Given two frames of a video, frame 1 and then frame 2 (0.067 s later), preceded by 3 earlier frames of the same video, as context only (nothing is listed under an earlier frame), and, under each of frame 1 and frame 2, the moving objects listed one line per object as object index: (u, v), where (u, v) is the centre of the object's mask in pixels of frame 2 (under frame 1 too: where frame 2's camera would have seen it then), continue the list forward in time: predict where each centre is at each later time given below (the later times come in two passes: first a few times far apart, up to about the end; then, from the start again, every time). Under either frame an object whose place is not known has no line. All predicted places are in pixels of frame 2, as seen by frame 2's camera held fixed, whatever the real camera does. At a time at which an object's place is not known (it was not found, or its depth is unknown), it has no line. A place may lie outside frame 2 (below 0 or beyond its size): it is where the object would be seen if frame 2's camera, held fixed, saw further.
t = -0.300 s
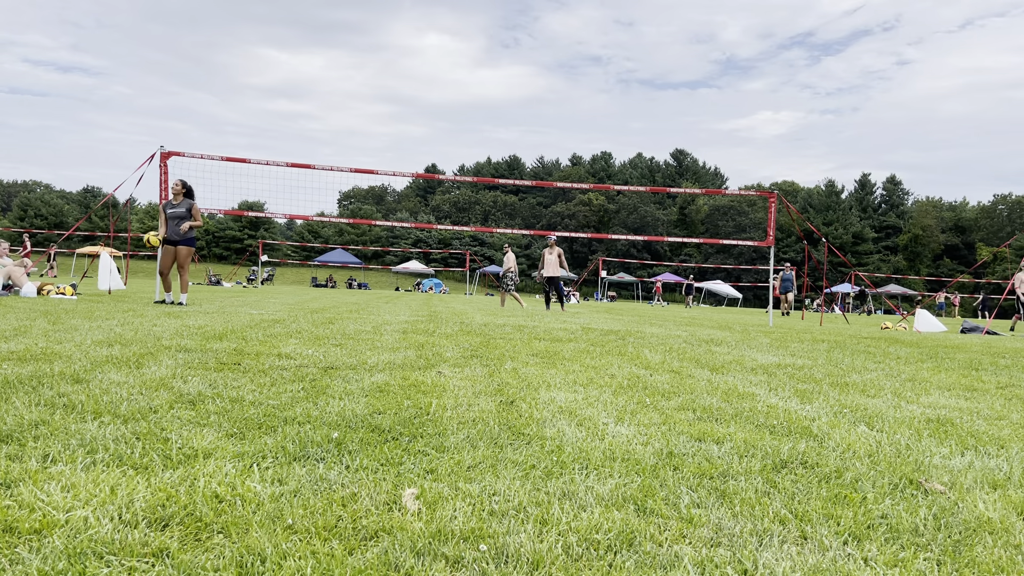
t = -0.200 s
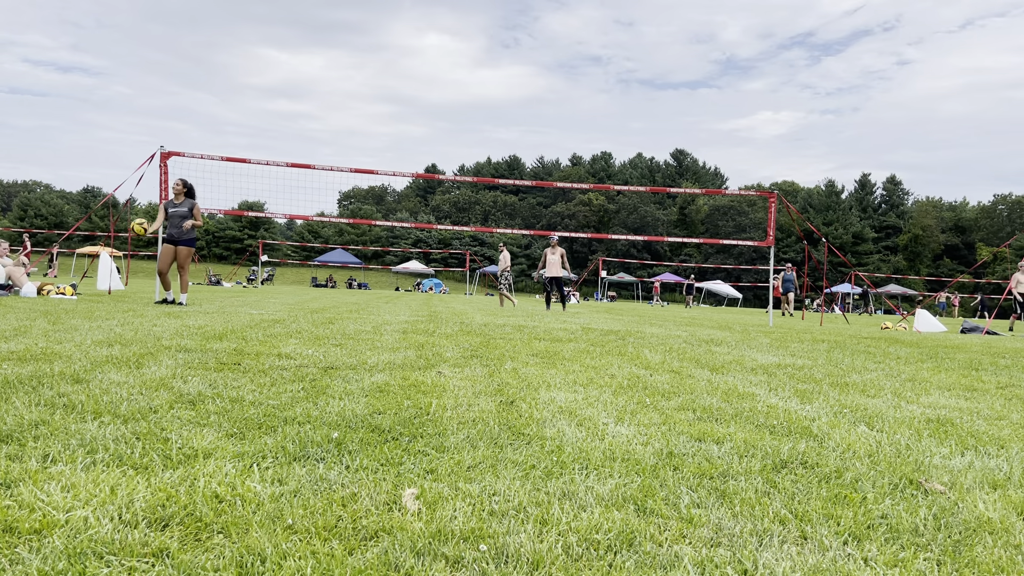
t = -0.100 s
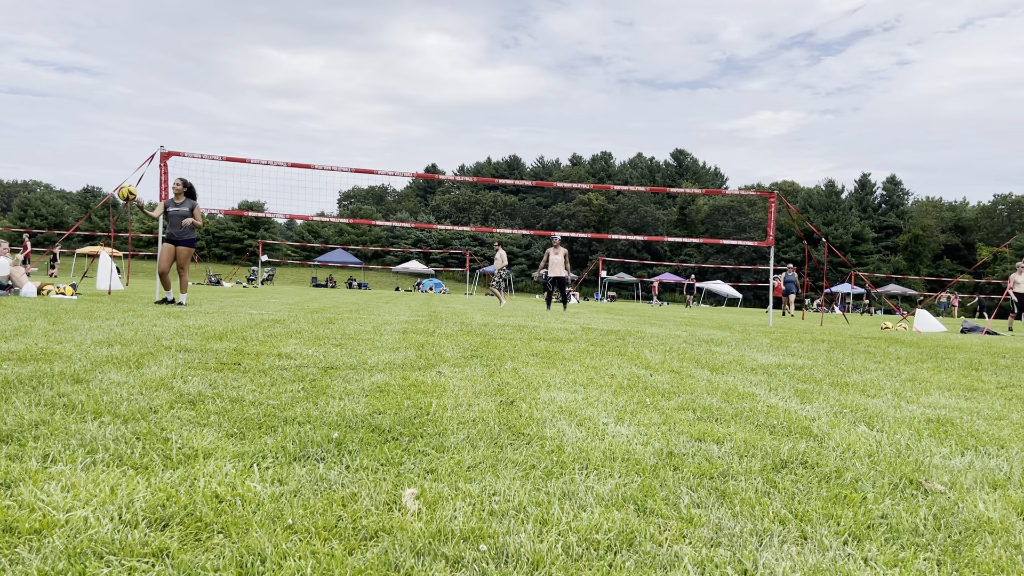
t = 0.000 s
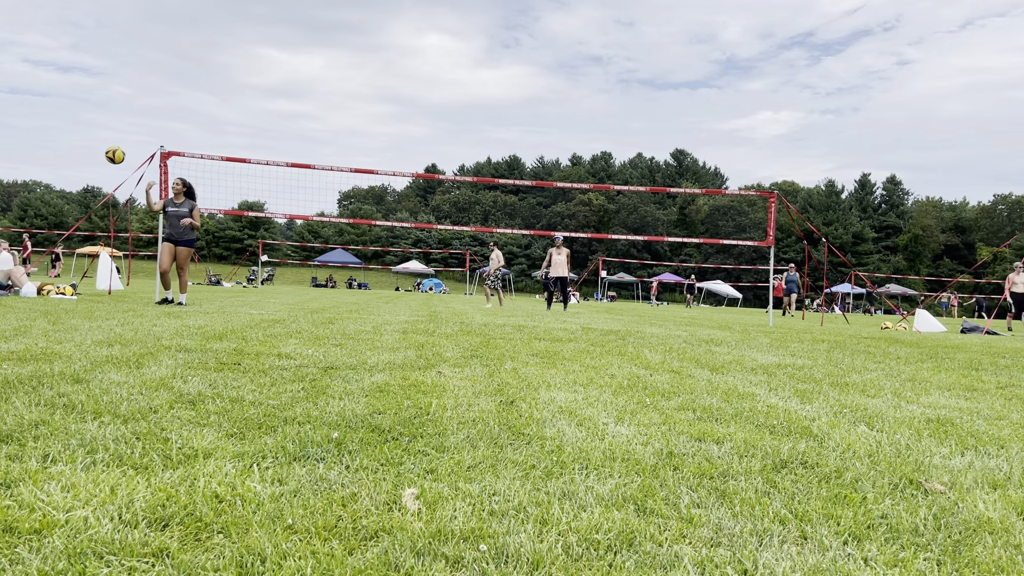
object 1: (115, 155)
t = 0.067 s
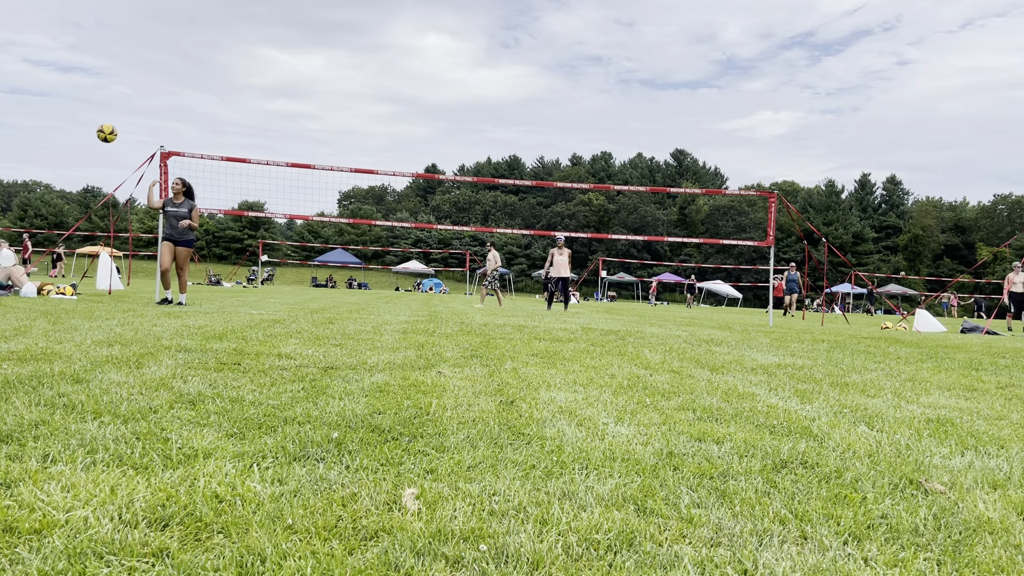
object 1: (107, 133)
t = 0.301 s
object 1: (74, 83)
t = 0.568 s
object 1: (30, 85)
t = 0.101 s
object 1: (102, 124)
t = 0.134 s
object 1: (98, 115)
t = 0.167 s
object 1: (93, 107)
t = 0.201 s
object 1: (89, 100)
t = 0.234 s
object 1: (84, 93)
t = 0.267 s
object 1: (79, 88)
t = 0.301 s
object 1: (74, 83)
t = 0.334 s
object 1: (69, 80)
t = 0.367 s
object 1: (64, 77)
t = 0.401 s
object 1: (59, 76)
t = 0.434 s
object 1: (53, 76)
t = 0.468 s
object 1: (47, 76)
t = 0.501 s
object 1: (42, 78)
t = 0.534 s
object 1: (36, 81)
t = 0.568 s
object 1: (30, 85)
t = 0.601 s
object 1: (24, 91)
